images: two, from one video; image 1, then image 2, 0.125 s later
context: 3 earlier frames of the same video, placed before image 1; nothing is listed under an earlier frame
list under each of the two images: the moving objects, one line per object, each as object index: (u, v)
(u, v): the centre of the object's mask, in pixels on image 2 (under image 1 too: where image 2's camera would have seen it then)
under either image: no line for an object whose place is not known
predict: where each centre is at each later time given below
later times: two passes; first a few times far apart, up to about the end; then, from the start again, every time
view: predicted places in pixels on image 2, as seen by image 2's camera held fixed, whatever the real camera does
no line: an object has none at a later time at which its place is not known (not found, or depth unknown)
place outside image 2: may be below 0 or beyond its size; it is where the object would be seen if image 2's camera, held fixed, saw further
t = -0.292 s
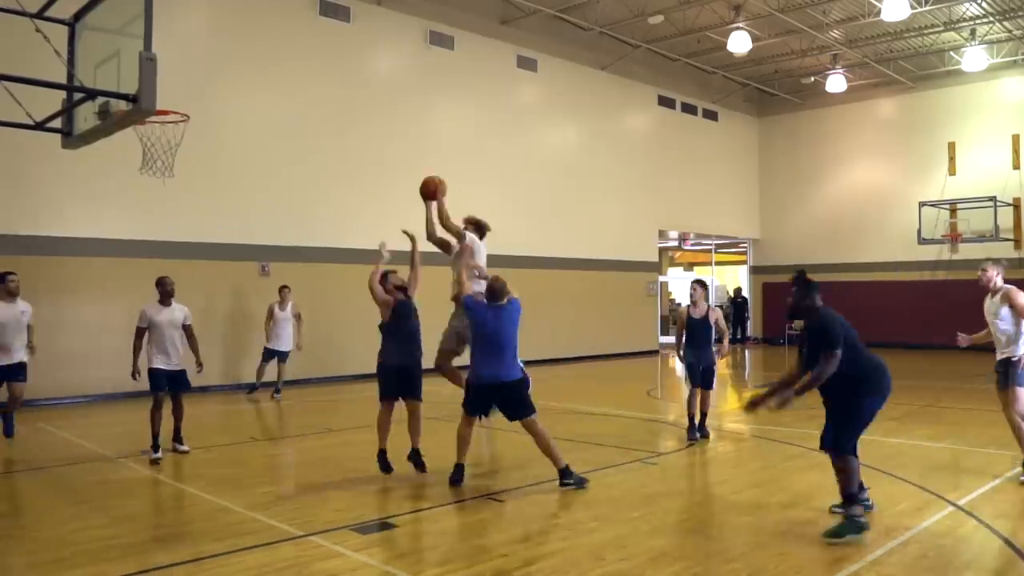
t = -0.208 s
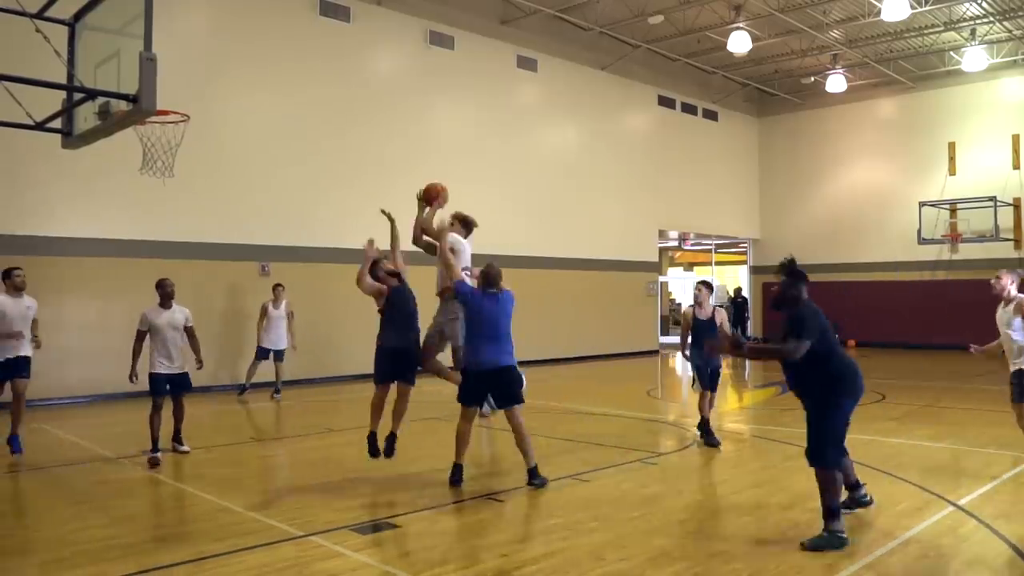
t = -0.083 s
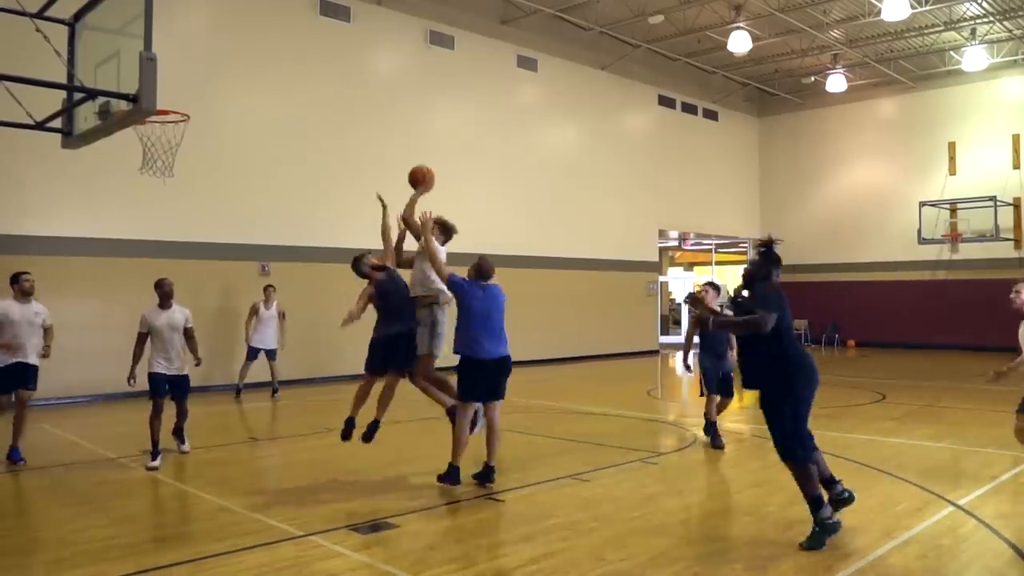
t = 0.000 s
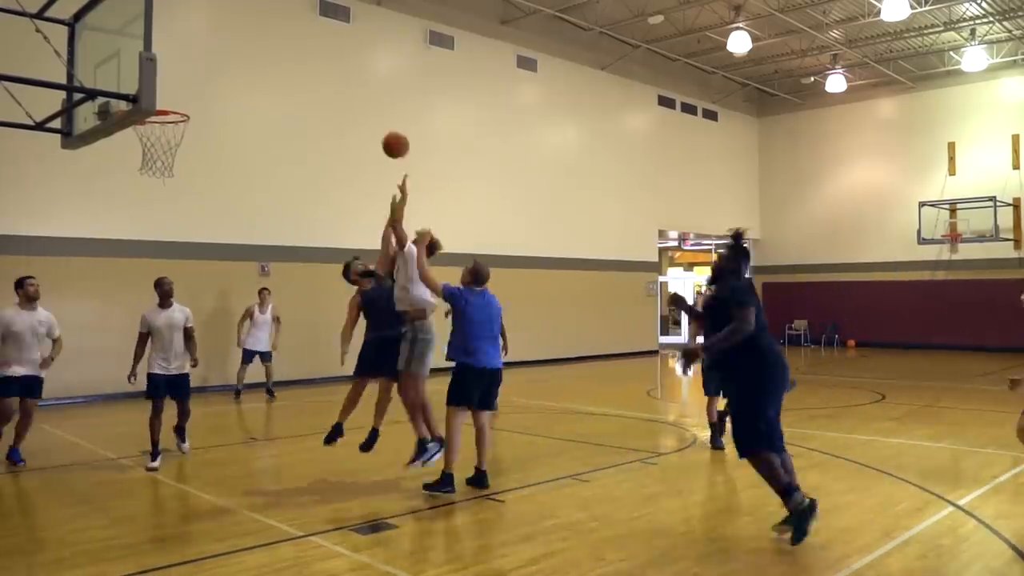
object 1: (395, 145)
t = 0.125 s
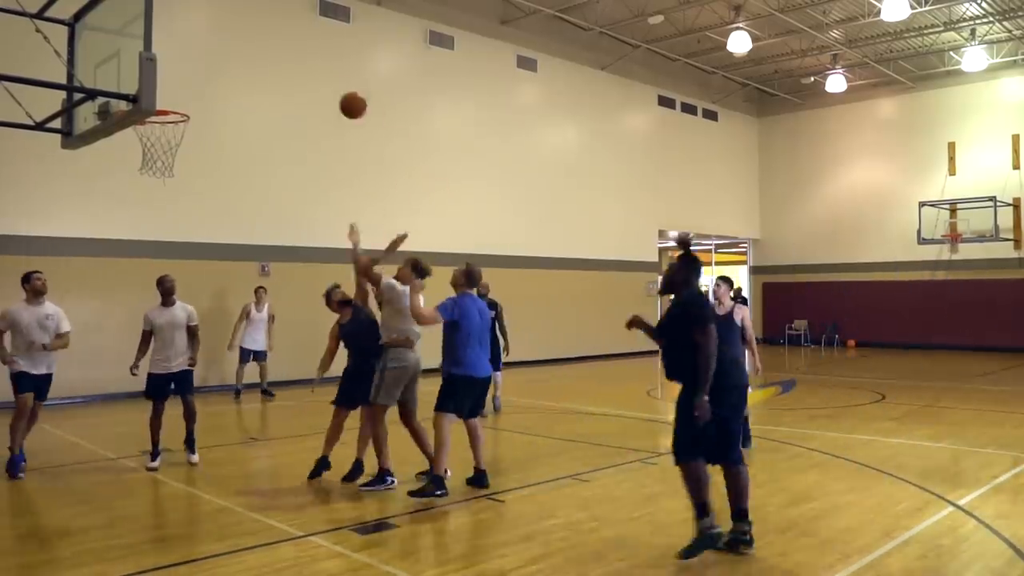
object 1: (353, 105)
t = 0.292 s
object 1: (294, 77)
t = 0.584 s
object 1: (184, 102)
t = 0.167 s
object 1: (338, 96)
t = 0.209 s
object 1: (323, 88)
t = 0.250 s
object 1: (309, 81)
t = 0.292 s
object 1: (294, 77)
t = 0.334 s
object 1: (278, 75)
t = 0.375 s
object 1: (263, 75)
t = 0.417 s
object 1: (248, 76)
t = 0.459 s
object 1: (231, 80)
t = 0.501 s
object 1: (215, 86)
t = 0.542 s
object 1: (199, 94)
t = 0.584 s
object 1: (184, 102)
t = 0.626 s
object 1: (174, 101)
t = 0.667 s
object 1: (167, 104)
